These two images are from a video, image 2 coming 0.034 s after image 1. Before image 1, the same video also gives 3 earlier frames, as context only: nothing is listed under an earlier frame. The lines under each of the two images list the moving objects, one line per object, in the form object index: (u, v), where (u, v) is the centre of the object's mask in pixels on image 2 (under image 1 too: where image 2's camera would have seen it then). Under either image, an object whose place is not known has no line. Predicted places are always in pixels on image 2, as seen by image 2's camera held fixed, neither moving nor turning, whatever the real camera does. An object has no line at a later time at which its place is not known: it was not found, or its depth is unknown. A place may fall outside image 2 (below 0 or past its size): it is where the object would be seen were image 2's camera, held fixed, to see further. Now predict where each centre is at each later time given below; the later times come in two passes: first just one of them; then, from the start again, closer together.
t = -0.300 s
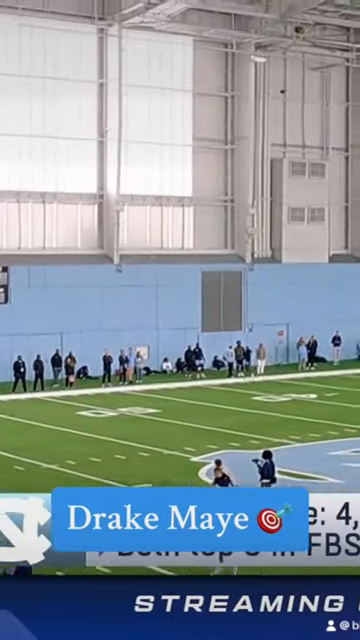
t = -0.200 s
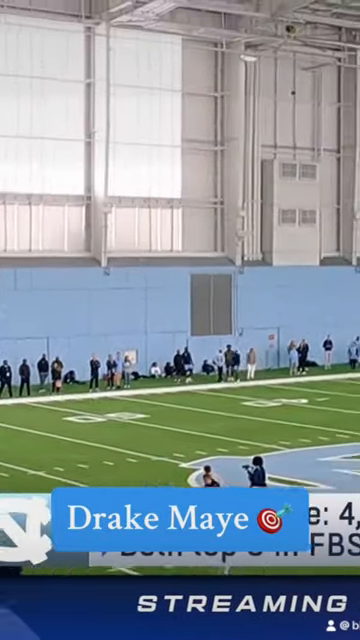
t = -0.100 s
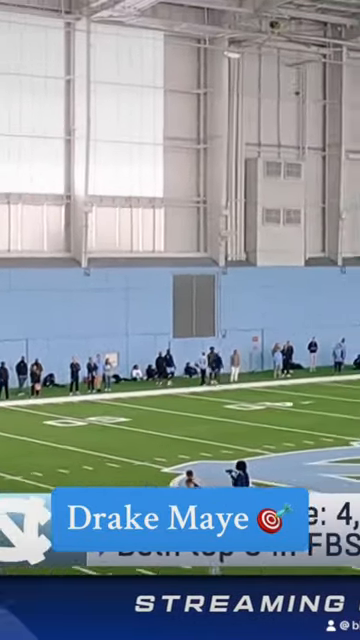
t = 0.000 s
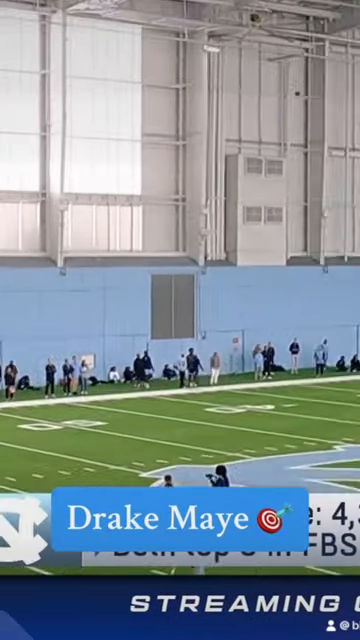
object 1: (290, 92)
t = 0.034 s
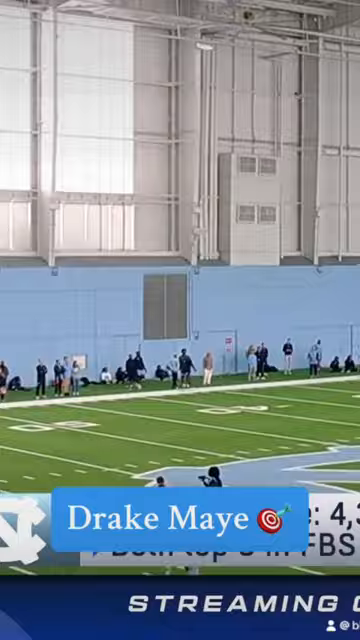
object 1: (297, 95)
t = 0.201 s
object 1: (326, 104)
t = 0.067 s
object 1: (302, 96)
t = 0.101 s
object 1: (308, 97)
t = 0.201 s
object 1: (326, 104)
